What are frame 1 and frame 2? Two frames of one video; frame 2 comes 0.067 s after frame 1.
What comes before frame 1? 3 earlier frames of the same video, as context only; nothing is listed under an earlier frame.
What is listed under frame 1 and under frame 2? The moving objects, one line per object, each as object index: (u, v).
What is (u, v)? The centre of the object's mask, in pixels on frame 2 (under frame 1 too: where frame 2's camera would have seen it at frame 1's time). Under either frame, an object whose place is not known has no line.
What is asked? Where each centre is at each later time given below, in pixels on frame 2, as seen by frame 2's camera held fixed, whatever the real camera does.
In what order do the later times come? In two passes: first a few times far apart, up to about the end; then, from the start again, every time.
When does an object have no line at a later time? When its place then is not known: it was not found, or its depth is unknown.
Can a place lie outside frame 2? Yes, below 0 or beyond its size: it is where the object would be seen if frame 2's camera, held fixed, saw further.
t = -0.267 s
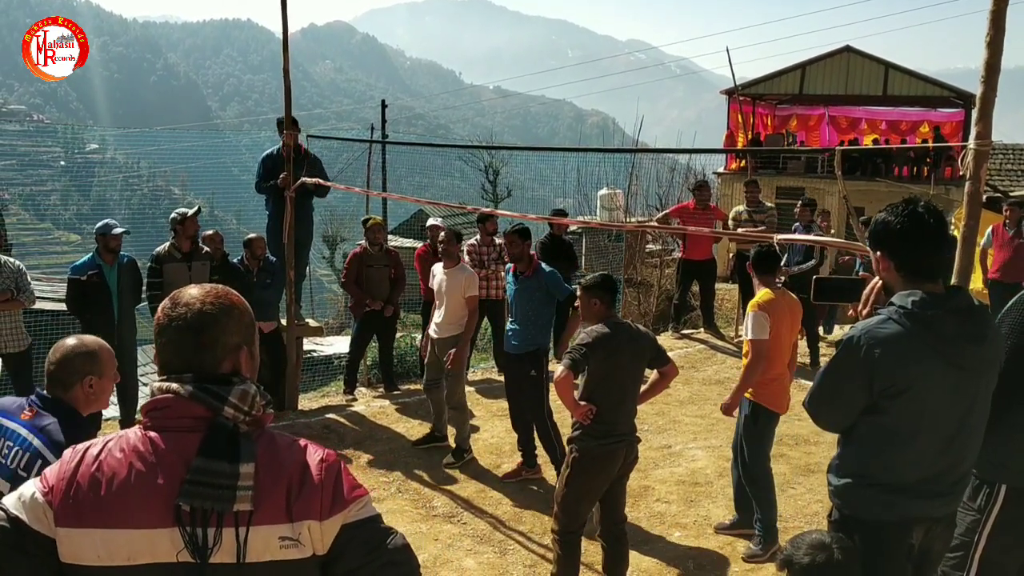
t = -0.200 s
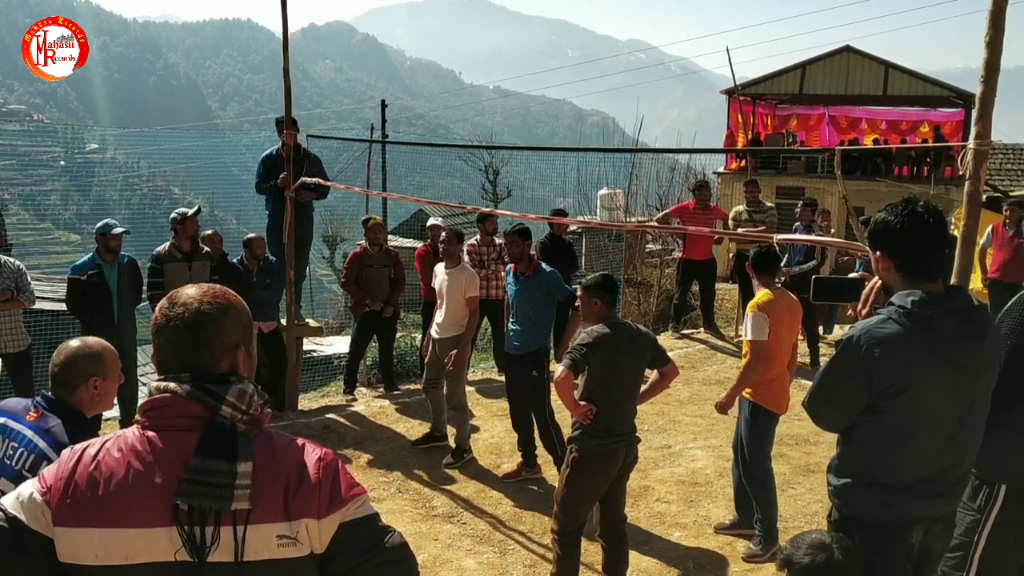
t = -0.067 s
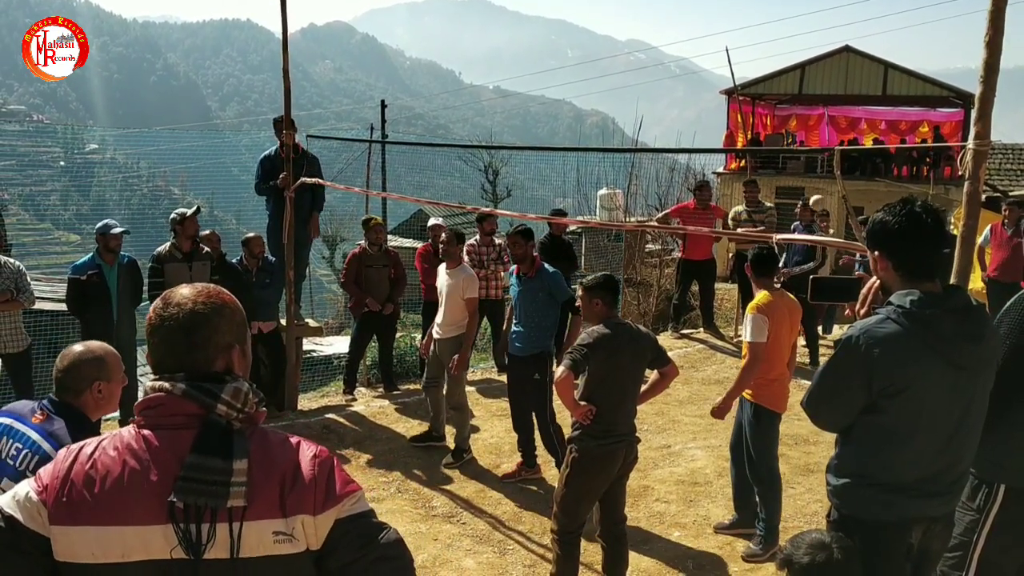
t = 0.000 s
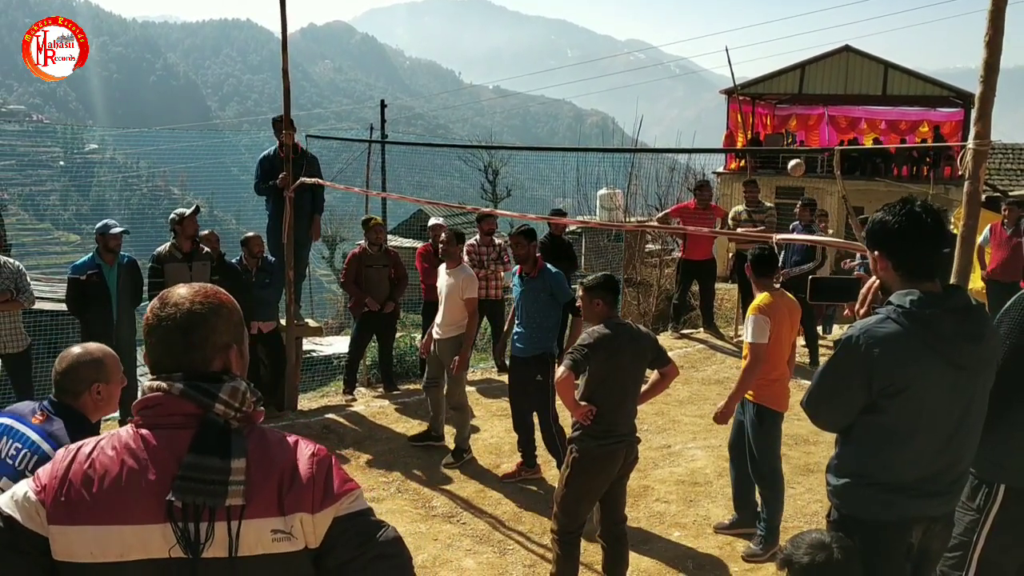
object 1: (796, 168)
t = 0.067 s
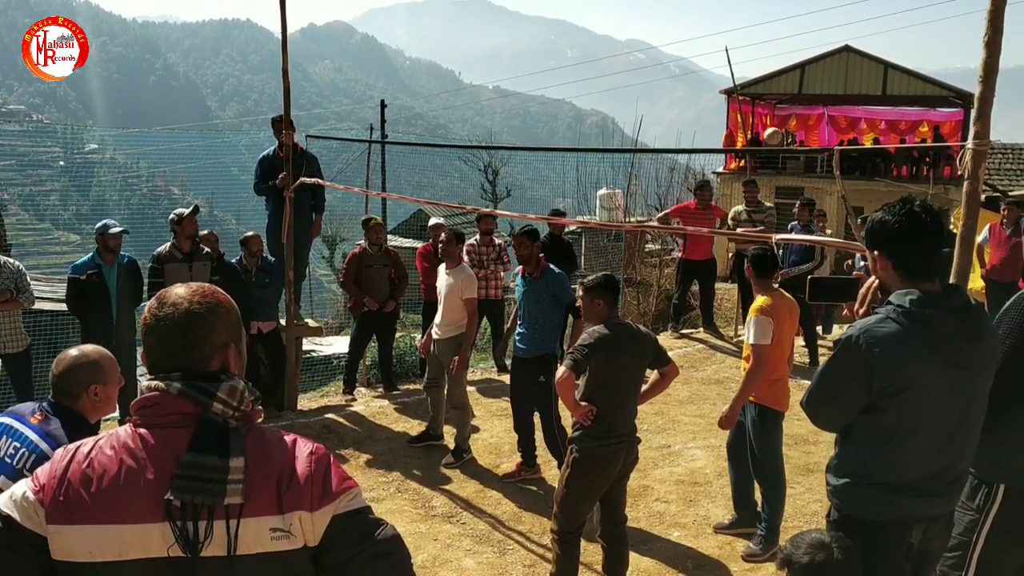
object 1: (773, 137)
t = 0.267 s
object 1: (687, 66)
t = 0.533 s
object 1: (529, 55)
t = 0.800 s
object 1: (300, 205)
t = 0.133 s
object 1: (746, 107)
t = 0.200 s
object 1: (719, 84)
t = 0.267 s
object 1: (687, 66)
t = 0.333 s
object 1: (653, 52)
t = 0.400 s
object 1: (616, 45)
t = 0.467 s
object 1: (574, 46)
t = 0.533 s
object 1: (529, 55)
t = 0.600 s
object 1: (480, 74)
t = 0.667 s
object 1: (425, 104)
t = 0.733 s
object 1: (365, 148)
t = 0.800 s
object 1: (300, 205)
